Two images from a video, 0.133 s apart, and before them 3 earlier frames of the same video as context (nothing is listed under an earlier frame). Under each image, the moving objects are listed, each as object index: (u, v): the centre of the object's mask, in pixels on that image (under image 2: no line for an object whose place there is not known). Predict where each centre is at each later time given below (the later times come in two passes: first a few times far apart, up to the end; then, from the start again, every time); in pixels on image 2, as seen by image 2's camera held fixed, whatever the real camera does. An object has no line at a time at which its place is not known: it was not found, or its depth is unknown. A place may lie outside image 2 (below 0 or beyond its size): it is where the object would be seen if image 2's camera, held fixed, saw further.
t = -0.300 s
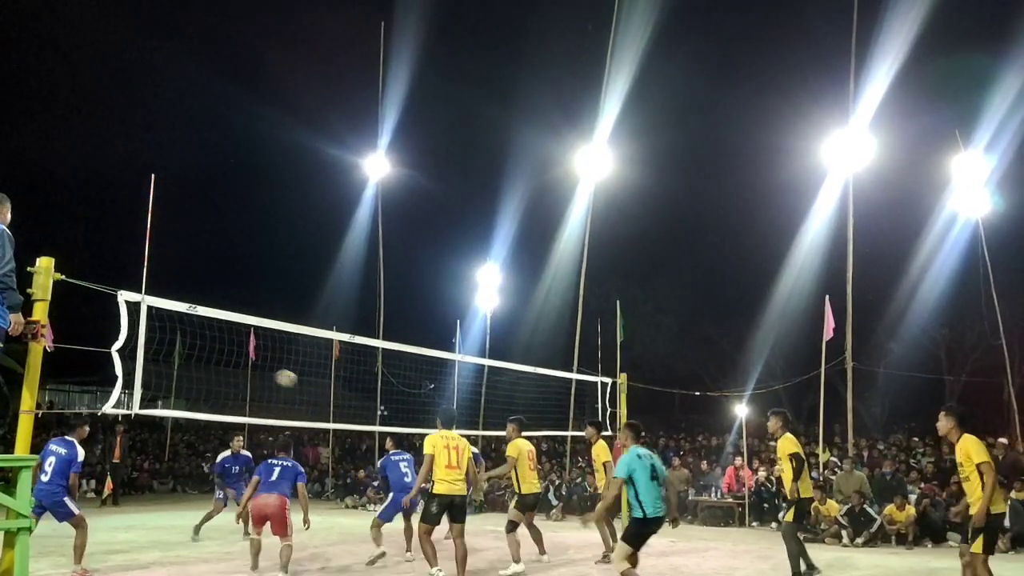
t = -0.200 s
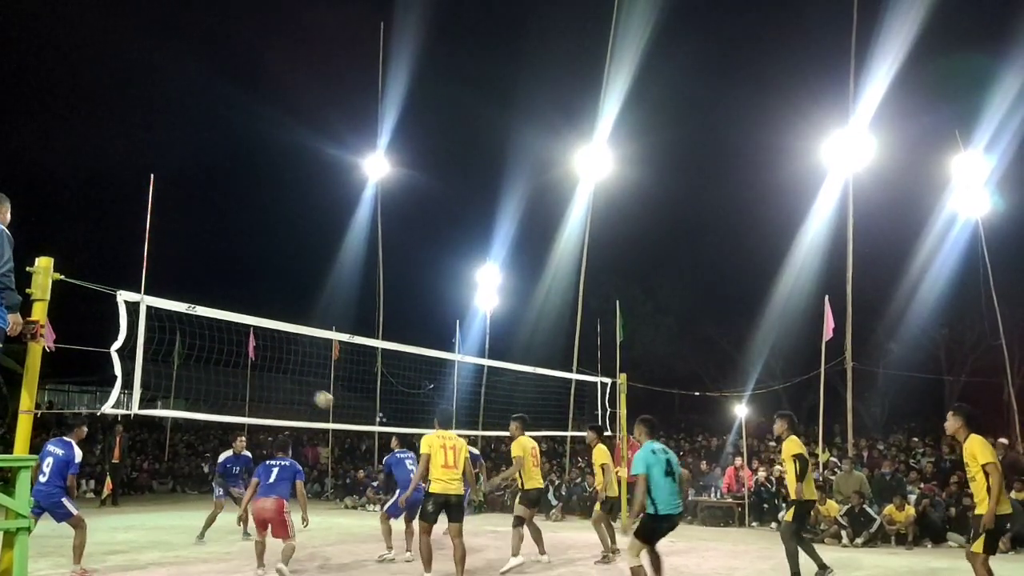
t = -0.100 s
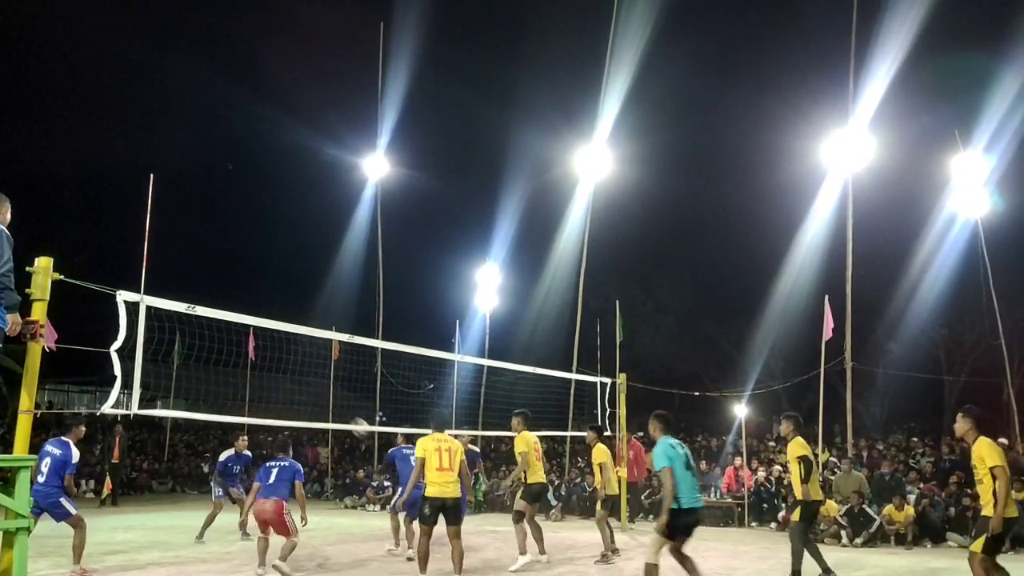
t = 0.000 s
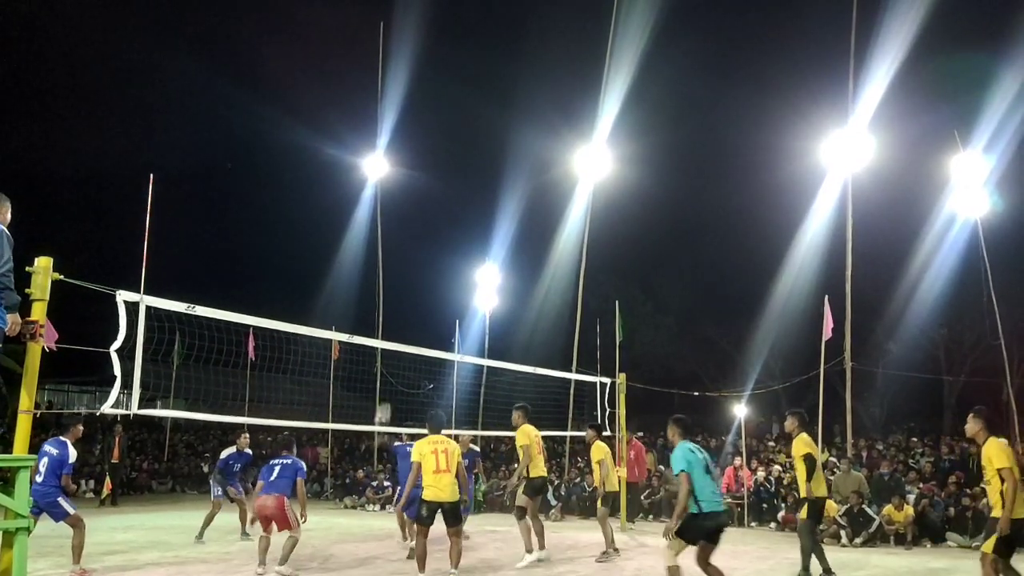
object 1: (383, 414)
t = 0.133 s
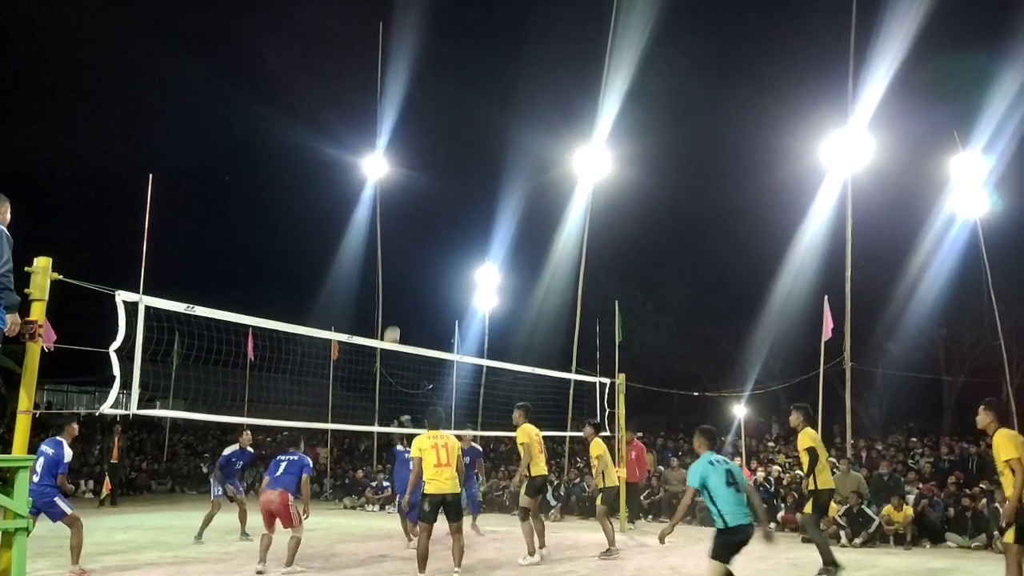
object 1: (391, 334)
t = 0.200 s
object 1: (396, 303)
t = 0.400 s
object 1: (409, 224)
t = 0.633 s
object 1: (423, 170)
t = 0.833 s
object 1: (434, 153)
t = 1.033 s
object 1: (444, 163)
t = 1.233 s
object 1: (454, 199)
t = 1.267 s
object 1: (456, 207)
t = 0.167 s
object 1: (394, 319)
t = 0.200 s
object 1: (396, 303)
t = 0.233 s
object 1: (398, 288)
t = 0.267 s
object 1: (400, 273)
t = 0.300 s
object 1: (402, 260)
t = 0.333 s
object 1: (405, 247)
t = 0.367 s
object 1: (406, 235)
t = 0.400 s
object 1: (409, 224)
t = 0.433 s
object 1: (411, 214)
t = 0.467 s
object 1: (412, 205)
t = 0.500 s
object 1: (414, 196)
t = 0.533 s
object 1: (417, 188)
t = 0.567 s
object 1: (419, 182)
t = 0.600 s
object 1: (421, 175)
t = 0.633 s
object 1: (423, 170)
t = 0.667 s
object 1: (424, 165)
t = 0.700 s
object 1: (426, 162)
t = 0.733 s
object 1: (428, 158)
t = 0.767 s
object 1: (430, 156)
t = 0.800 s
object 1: (432, 154)
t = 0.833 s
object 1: (434, 153)
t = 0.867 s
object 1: (436, 153)
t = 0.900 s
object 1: (438, 153)
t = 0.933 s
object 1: (439, 155)
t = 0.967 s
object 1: (441, 157)
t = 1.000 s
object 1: (443, 159)
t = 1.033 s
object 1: (444, 163)
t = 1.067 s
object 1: (446, 167)
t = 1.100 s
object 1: (448, 171)
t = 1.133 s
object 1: (450, 177)
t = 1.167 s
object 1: (451, 184)
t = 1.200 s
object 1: (453, 191)
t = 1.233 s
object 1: (454, 199)
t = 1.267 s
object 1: (456, 207)
